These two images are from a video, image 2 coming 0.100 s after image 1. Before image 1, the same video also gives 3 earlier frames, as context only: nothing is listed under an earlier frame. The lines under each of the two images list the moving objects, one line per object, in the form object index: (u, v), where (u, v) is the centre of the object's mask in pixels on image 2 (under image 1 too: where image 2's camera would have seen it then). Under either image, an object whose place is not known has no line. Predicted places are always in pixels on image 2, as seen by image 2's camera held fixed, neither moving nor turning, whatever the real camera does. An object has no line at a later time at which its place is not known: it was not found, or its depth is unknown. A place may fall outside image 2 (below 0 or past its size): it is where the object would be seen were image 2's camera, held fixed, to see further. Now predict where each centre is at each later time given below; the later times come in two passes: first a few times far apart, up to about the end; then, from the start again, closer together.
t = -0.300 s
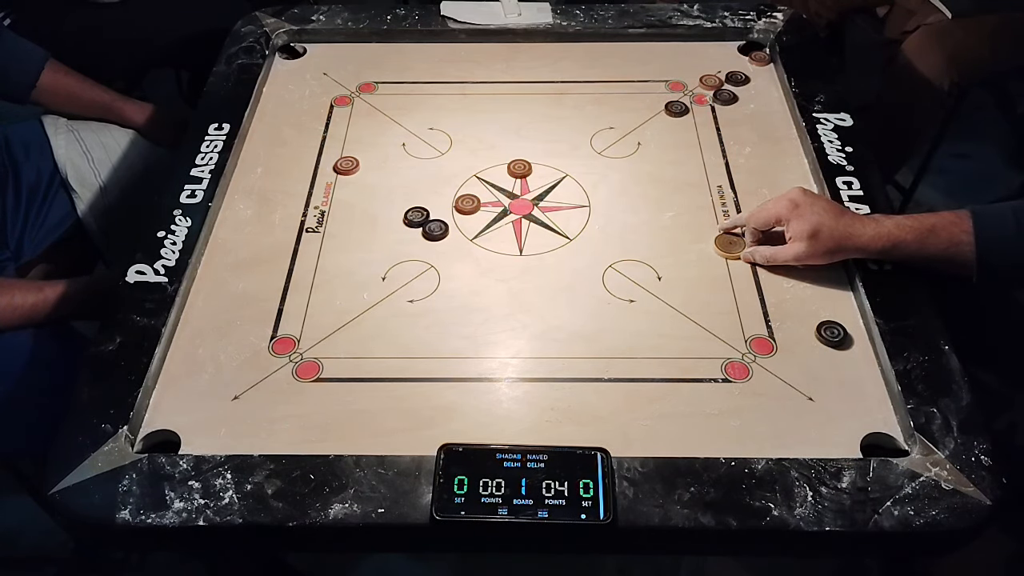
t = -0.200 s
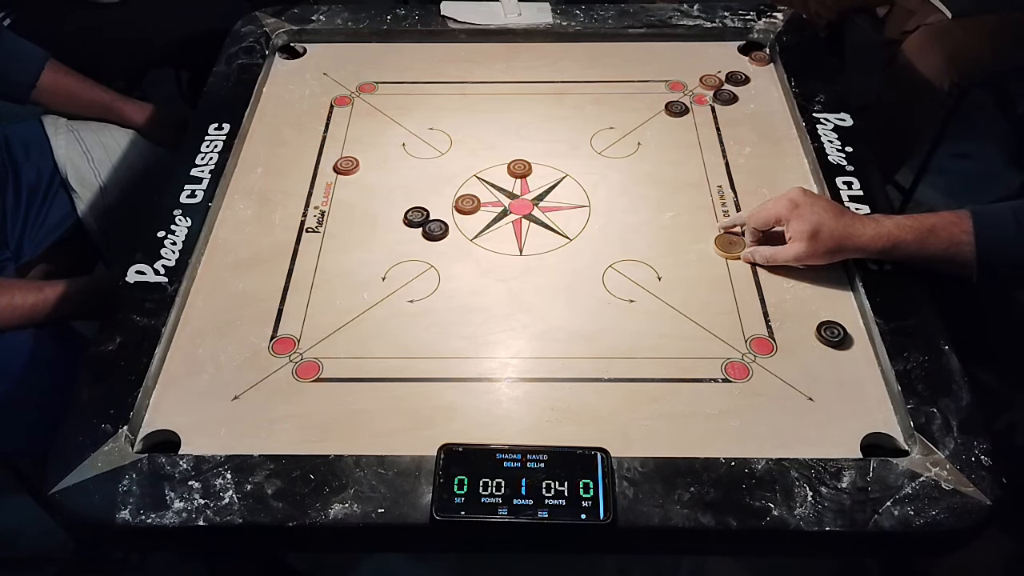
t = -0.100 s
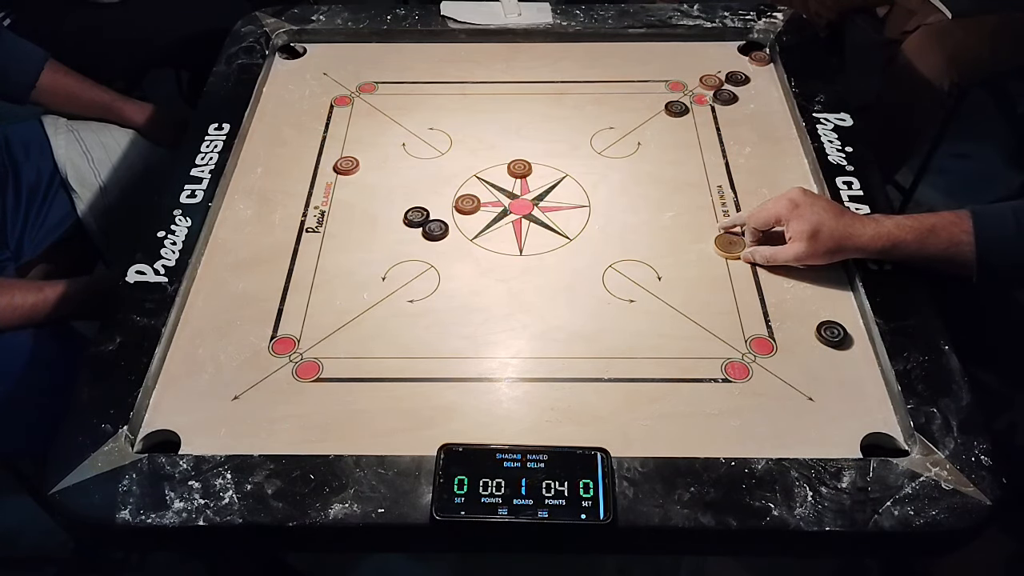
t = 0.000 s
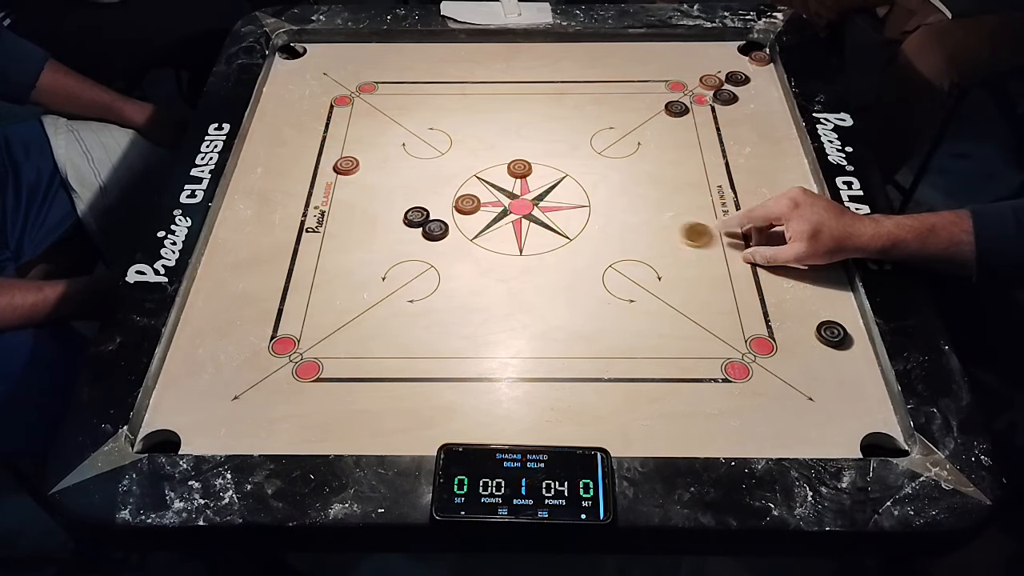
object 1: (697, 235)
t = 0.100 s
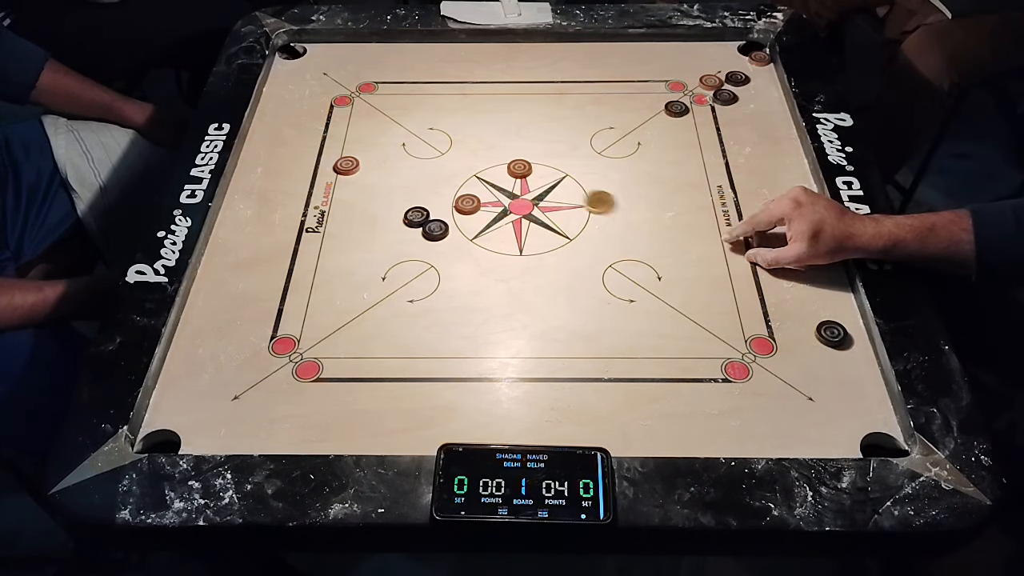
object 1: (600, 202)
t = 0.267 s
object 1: (505, 175)
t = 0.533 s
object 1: (460, 167)
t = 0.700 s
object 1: (459, 166)
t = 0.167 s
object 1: (544, 183)
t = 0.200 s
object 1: (528, 179)
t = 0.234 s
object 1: (516, 177)
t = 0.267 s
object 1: (505, 175)
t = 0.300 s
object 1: (495, 173)
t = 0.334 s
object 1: (487, 171)
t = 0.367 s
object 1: (479, 170)
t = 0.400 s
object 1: (473, 169)
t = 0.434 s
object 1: (468, 168)
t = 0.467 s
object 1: (464, 167)
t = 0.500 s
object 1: (461, 167)
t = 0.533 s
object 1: (460, 167)
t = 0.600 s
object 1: (459, 166)
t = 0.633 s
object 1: (459, 166)
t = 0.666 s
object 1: (459, 166)
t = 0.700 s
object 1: (459, 166)
